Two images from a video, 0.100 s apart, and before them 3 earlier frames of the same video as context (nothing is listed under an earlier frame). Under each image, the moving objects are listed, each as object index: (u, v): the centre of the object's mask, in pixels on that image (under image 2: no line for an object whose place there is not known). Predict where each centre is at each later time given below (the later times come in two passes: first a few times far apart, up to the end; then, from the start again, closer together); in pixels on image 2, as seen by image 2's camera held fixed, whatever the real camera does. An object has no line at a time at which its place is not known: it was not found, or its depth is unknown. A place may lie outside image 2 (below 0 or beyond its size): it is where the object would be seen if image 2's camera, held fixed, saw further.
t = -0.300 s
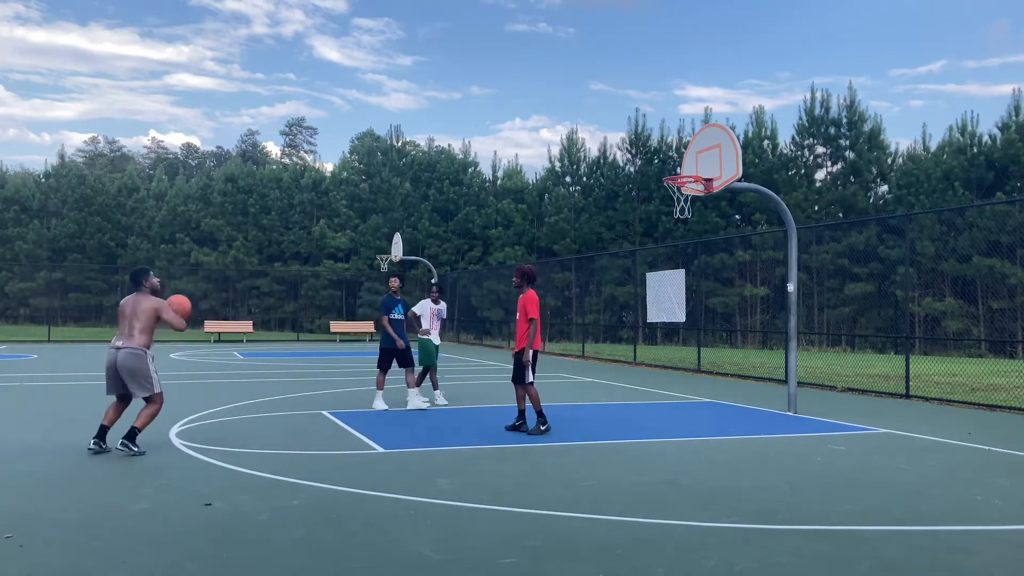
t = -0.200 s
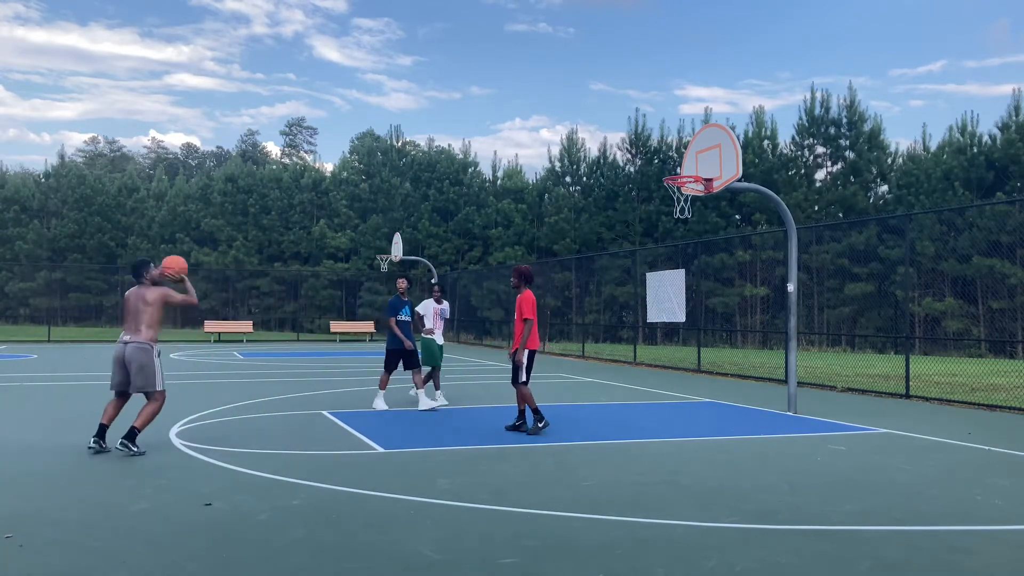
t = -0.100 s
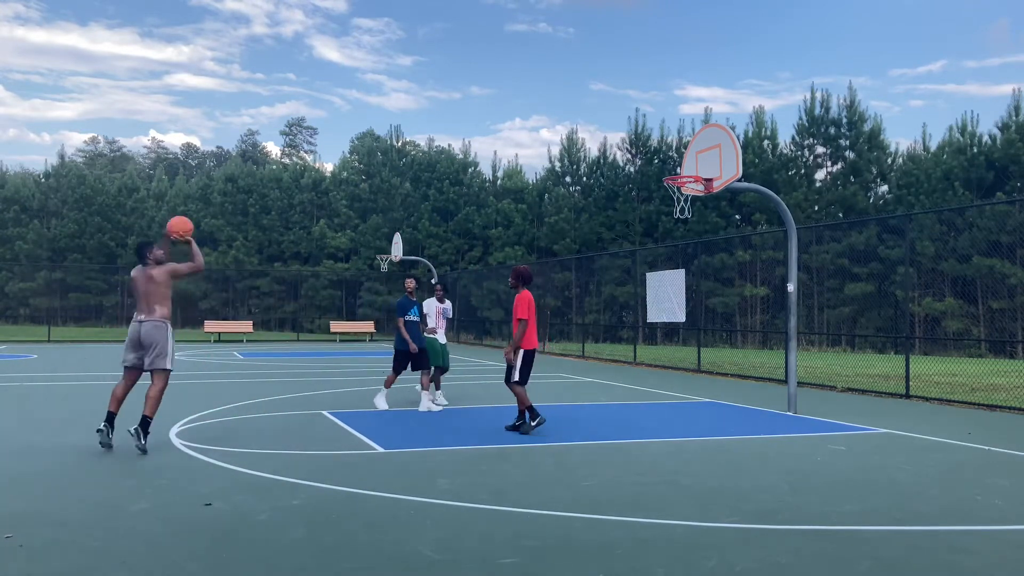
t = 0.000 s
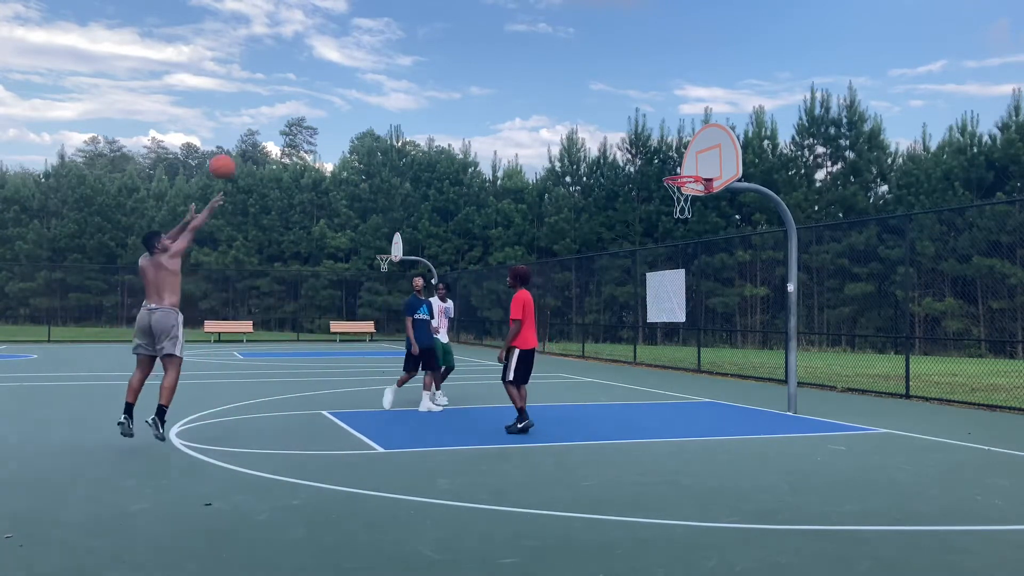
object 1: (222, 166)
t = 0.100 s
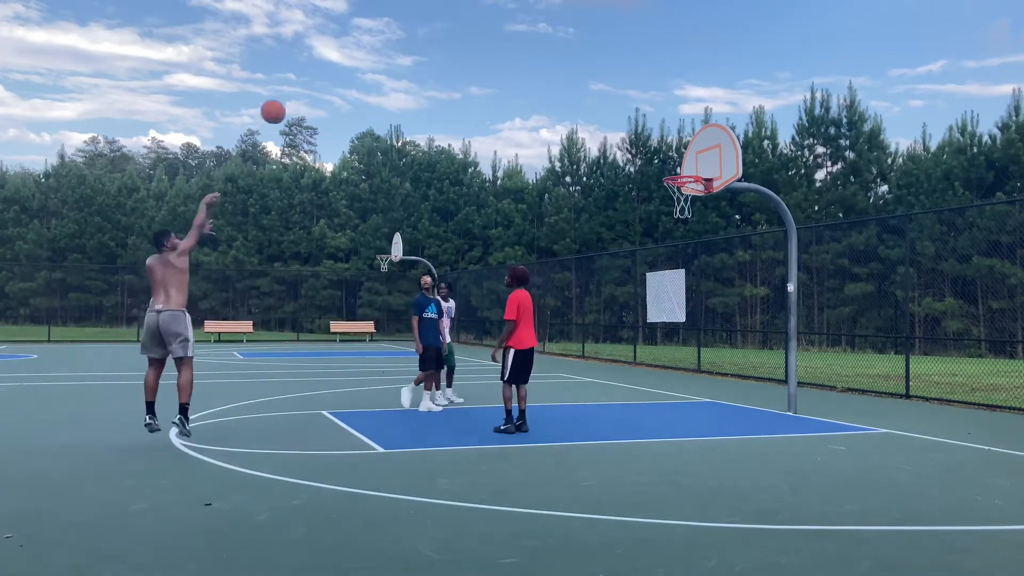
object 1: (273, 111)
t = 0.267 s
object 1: (351, 47)
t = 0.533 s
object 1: (461, 6)
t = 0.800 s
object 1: (558, 25)
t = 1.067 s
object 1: (642, 100)
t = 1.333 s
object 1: (699, 136)
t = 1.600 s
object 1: (721, 85)
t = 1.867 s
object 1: (740, 90)
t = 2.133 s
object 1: (758, 145)
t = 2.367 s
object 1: (771, 231)
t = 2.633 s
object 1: (782, 374)
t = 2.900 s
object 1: (806, 307)
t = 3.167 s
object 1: (829, 239)
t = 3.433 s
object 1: (850, 222)
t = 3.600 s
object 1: (863, 235)
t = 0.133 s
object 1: (289, 96)
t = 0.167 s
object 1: (305, 82)
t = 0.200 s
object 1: (321, 69)
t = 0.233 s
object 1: (336, 57)
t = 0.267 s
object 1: (351, 47)
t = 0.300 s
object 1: (366, 37)
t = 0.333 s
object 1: (380, 29)
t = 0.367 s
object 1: (394, 22)
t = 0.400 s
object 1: (408, 16)
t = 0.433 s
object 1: (422, 11)
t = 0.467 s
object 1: (435, 9)
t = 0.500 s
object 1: (449, 7)
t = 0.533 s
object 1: (461, 6)
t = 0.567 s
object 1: (474, 6)
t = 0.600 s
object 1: (487, 6)
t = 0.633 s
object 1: (499, 7)
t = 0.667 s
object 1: (511, 8)
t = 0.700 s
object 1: (523, 10)
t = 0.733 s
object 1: (535, 14)
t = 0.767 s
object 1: (546, 19)
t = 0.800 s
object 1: (558, 25)
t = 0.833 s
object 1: (569, 32)
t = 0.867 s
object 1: (580, 39)
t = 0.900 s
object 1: (591, 47)
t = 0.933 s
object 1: (601, 56)
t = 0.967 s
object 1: (612, 66)
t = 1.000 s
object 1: (622, 77)
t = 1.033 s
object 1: (632, 88)
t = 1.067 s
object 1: (642, 100)
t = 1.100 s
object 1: (652, 113)
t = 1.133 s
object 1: (661, 127)
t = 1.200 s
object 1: (680, 155)
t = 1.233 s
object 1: (688, 168)
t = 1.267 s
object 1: (692, 157)
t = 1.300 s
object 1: (696, 146)
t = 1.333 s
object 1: (699, 136)
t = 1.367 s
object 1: (703, 127)
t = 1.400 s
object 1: (706, 118)
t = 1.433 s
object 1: (708, 110)
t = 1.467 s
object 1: (711, 103)
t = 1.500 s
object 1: (714, 98)
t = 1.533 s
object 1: (716, 93)
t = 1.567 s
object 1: (719, 88)
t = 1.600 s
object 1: (721, 85)
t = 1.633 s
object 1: (724, 83)
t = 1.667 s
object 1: (726, 82)
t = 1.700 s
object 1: (728, 81)
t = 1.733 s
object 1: (731, 81)
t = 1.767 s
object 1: (733, 82)
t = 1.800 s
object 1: (735, 84)
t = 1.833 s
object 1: (738, 86)
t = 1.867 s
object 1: (740, 90)
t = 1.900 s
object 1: (742, 94)
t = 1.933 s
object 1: (744, 99)
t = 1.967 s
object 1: (747, 105)
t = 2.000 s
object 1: (749, 111)
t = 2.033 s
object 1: (751, 119)
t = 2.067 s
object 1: (753, 126)
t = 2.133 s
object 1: (758, 145)
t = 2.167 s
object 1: (760, 154)
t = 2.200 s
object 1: (761, 166)
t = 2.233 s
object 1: (763, 177)
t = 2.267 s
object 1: (768, 187)
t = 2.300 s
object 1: (765, 206)
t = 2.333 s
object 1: (769, 217)
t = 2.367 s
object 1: (771, 231)
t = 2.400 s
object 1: (773, 247)
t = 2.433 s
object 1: (774, 264)
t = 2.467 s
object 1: (776, 281)
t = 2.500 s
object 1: (777, 298)
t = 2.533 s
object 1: (779, 316)
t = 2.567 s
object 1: (780, 334)
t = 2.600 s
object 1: (781, 354)
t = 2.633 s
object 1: (782, 374)
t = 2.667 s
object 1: (783, 396)
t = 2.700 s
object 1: (784, 391)
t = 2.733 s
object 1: (786, 374)
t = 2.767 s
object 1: (799, 360)
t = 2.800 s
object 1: (801, 345)
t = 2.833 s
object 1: (802, 331)
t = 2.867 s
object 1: (804, 319)
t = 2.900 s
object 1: (806, 307)
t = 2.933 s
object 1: (809, 296)
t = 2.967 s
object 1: (812, 285)
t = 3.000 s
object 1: (815, 275)
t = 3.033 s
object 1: (818, 266)
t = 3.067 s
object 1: (820, 259)
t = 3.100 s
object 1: (823, 252)
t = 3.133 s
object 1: (826, 246)
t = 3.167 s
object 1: (829, 239)
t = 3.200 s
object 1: (831, 235)
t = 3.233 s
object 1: (834, 231)
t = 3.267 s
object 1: (837, 227)
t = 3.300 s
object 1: (840, 225)
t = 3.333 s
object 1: (843, 223)
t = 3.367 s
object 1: (845, 222)
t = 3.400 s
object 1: (848, 222)
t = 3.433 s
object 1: (850, 222)
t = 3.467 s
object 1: (853, 223)
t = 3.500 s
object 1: (856, 225)
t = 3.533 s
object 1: (858, 227)
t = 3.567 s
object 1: (861, 231)
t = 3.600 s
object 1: (863, 235)
